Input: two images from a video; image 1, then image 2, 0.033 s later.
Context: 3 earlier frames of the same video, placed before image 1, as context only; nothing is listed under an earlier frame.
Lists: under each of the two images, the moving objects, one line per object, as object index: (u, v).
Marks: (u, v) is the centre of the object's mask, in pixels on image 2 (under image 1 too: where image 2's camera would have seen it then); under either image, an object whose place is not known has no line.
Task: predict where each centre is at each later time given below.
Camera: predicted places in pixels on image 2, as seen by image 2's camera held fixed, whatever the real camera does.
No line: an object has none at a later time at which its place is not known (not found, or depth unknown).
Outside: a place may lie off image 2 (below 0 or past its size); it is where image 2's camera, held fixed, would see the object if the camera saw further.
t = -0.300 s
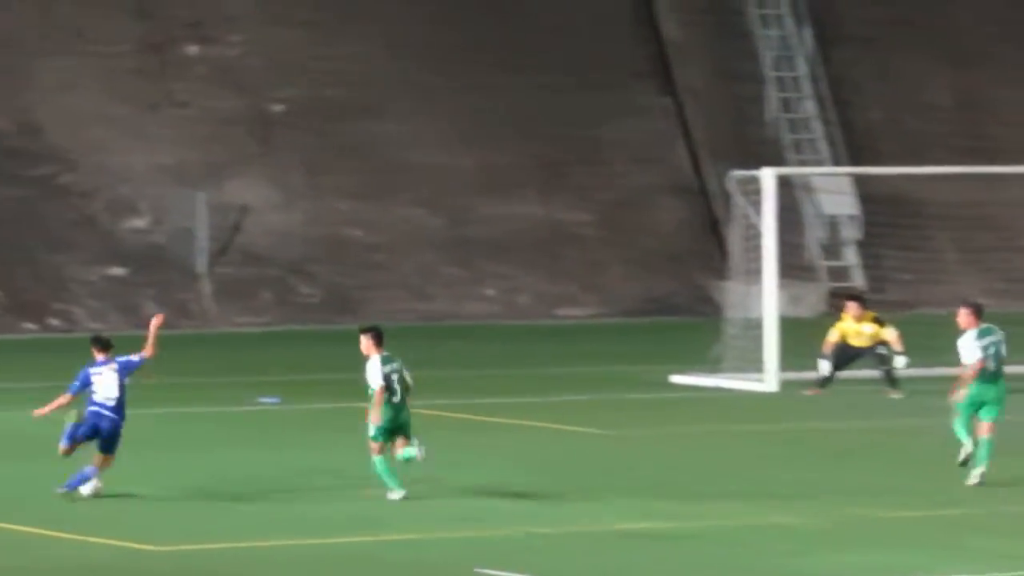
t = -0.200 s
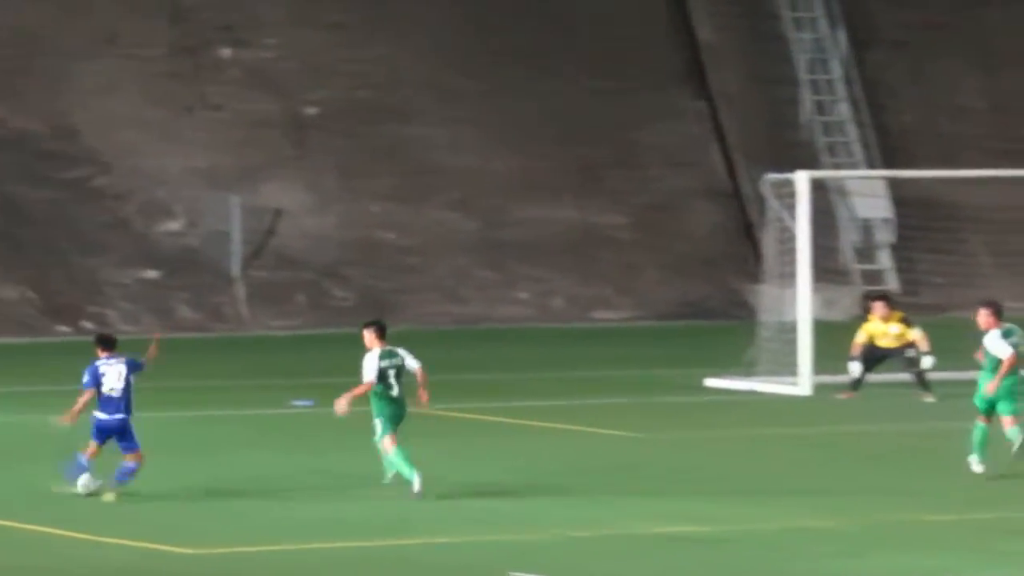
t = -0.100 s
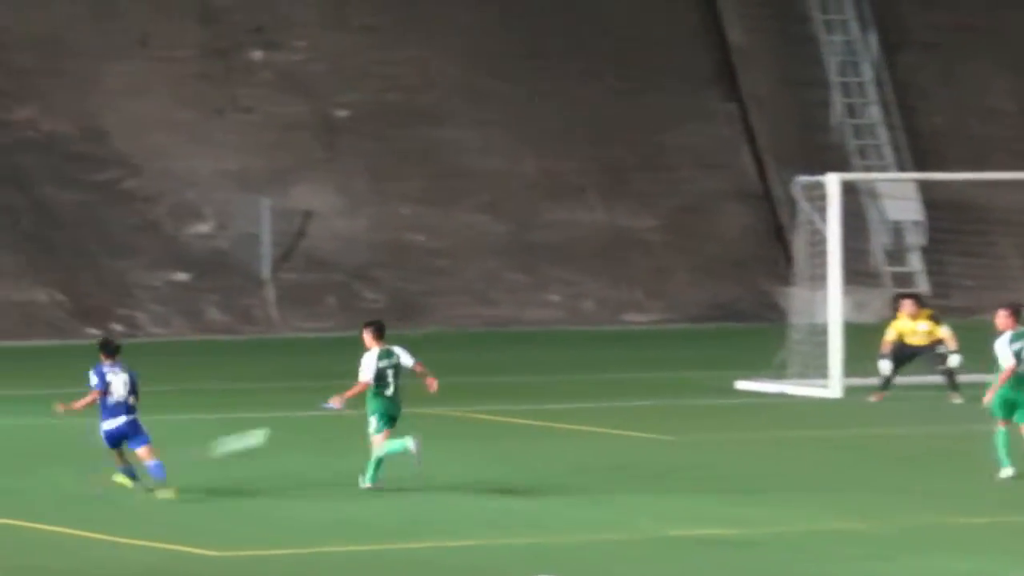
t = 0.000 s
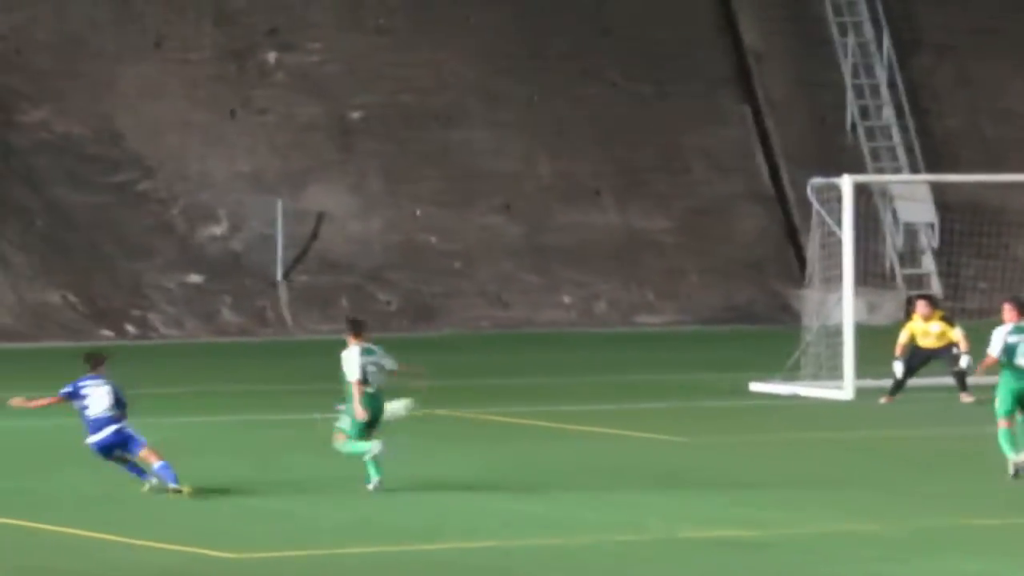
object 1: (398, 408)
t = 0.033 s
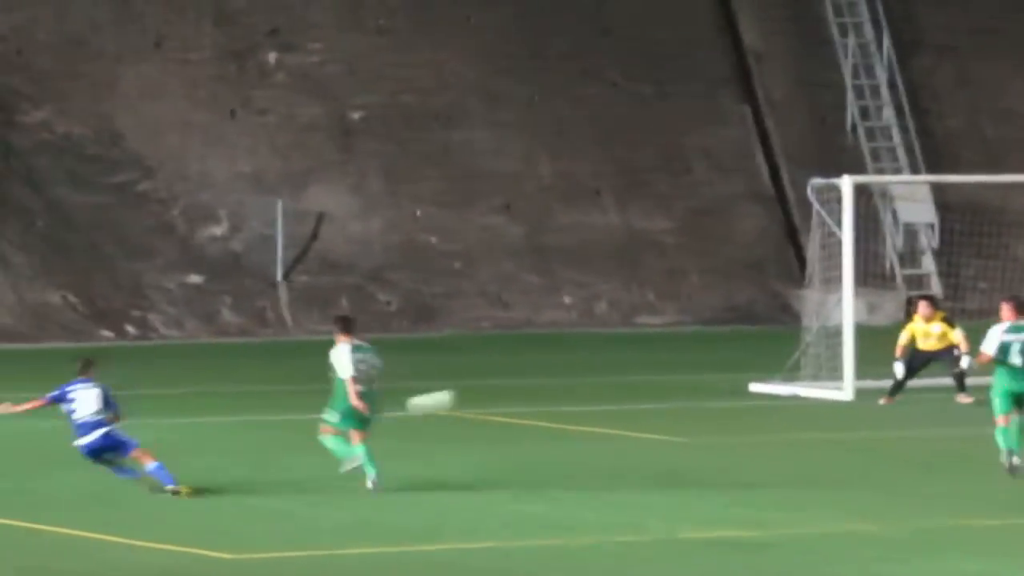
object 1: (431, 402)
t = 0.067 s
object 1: (473, 394)
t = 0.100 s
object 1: (515, 388)
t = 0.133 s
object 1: (556, 383)
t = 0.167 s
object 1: (597, 379)
